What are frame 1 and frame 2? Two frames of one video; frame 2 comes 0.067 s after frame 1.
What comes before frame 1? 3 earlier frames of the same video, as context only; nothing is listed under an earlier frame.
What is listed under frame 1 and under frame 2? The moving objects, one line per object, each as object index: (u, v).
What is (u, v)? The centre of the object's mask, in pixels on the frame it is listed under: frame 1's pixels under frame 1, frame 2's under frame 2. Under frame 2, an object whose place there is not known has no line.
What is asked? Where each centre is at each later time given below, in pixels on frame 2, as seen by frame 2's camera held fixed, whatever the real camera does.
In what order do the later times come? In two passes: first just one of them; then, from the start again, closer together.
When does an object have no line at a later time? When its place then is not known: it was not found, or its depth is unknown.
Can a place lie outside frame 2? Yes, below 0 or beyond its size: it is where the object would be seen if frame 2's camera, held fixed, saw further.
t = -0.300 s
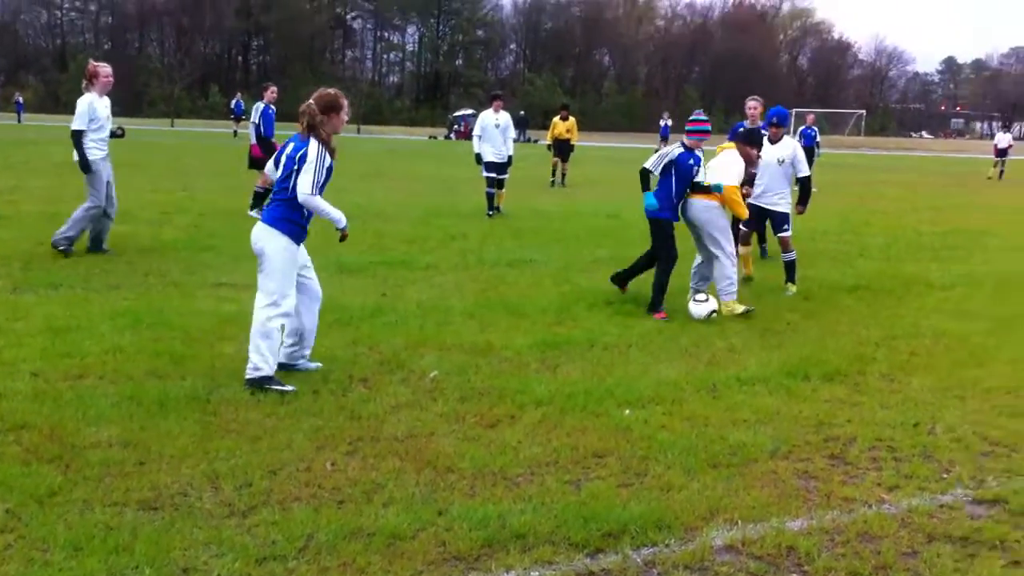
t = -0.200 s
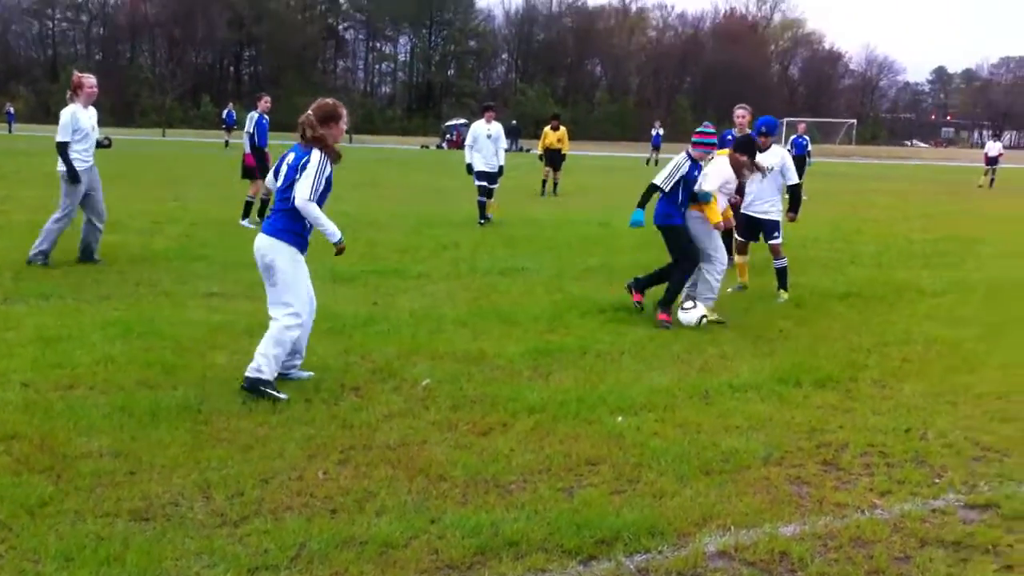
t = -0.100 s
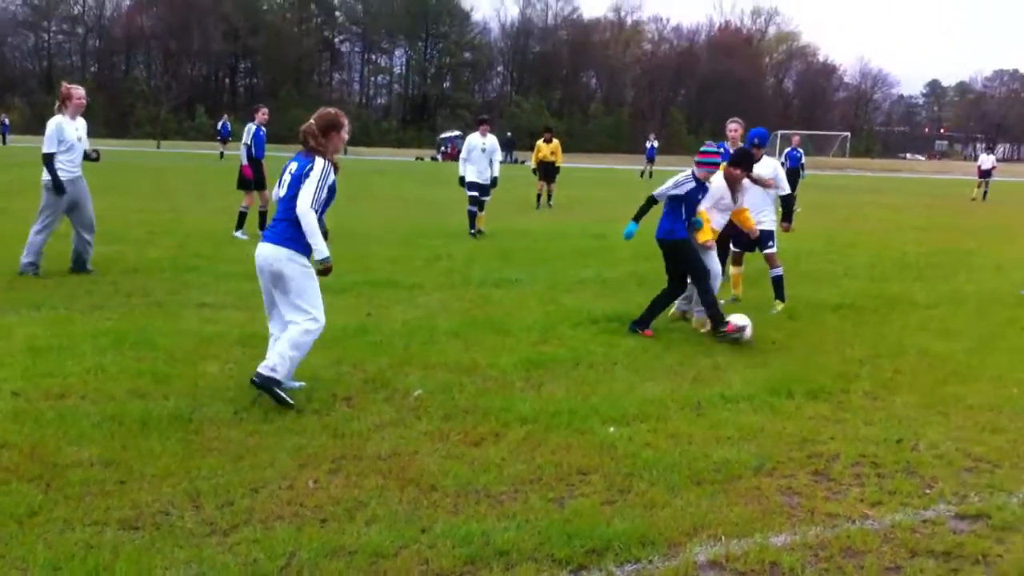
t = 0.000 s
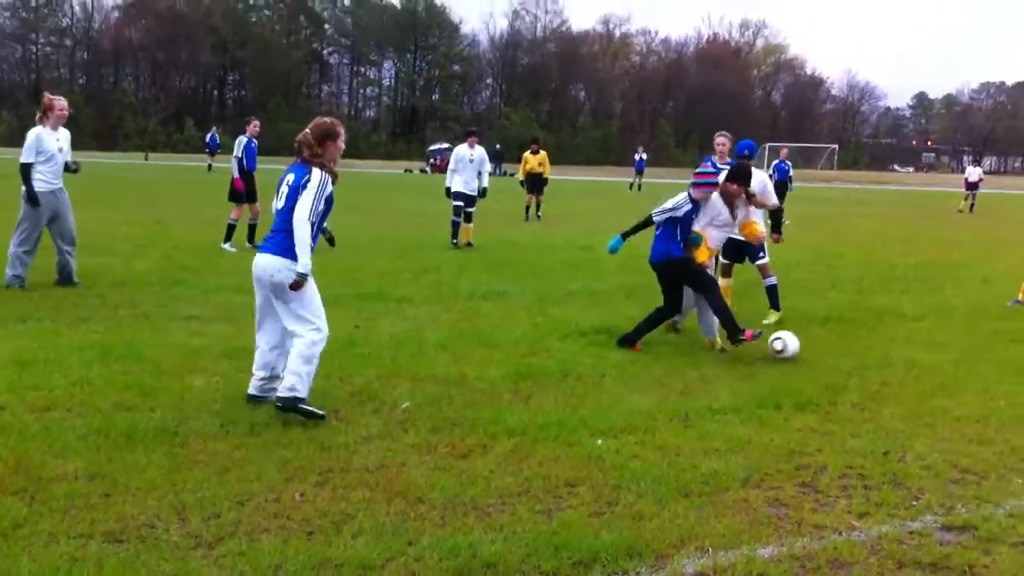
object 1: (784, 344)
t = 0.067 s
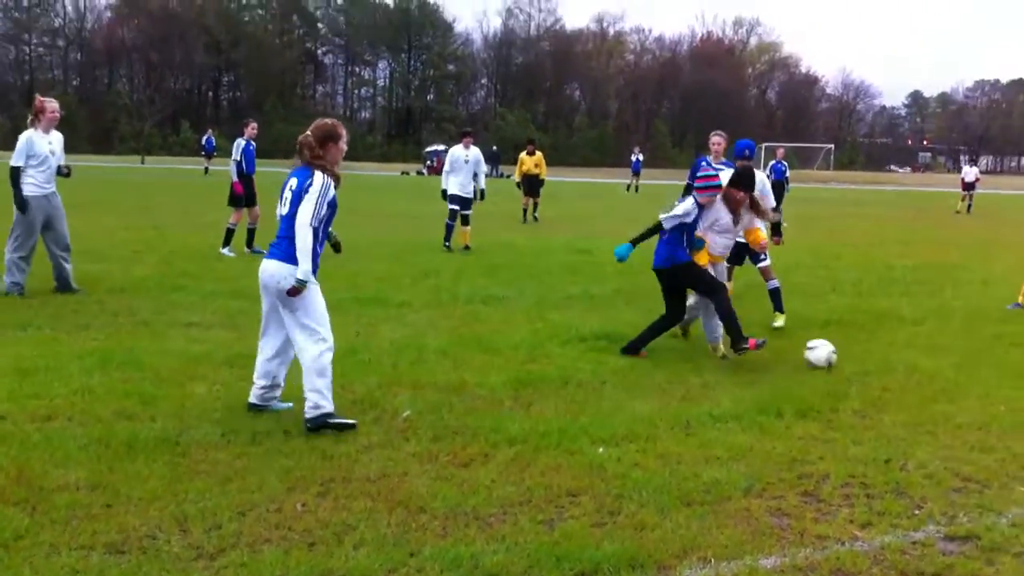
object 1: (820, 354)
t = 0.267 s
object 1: (910, 358)
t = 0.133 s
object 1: (851, 352)
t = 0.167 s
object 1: (867, 354)
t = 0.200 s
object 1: (882, 354)
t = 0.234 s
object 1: (897, 356)
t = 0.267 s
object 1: (910, 358)
